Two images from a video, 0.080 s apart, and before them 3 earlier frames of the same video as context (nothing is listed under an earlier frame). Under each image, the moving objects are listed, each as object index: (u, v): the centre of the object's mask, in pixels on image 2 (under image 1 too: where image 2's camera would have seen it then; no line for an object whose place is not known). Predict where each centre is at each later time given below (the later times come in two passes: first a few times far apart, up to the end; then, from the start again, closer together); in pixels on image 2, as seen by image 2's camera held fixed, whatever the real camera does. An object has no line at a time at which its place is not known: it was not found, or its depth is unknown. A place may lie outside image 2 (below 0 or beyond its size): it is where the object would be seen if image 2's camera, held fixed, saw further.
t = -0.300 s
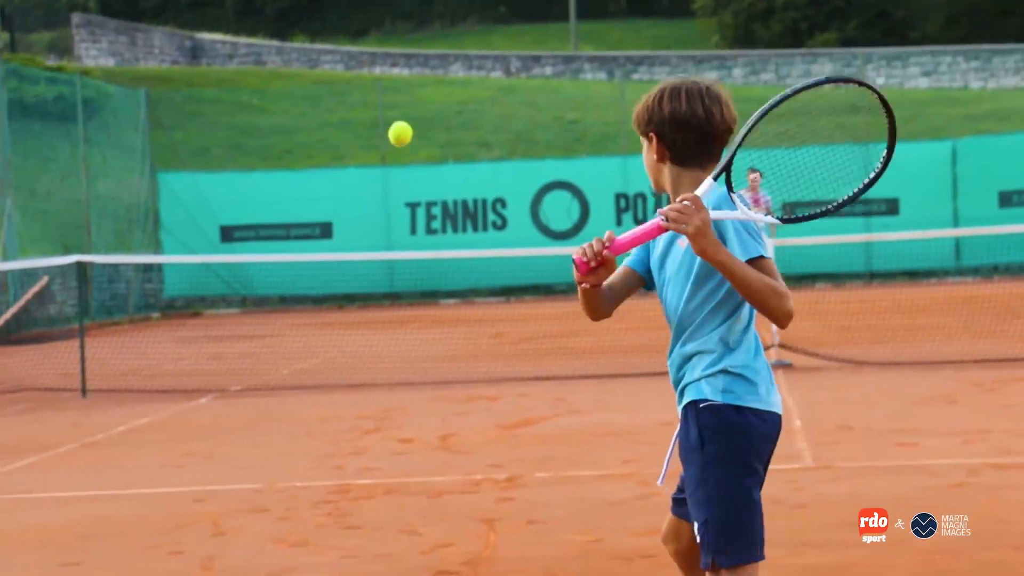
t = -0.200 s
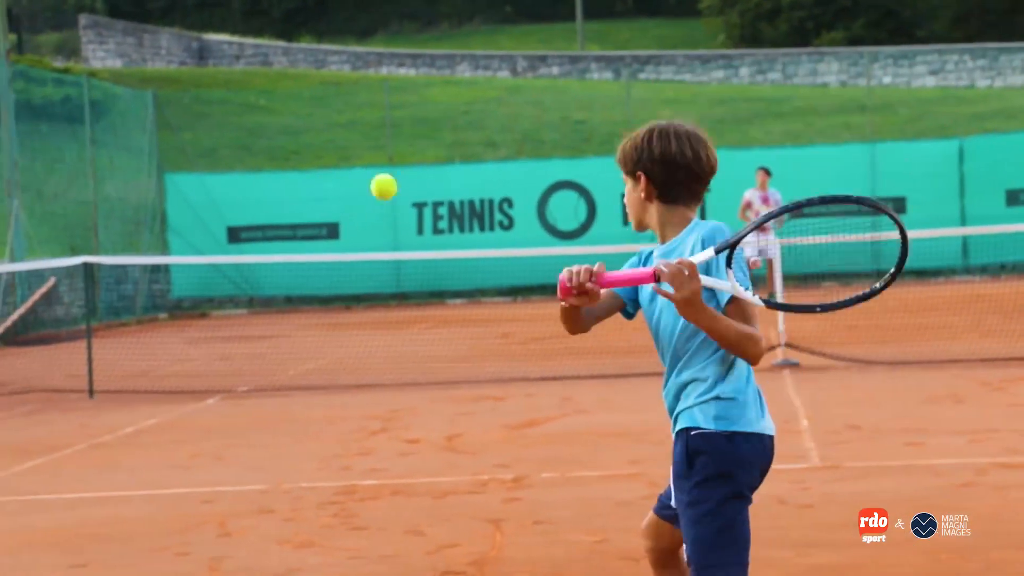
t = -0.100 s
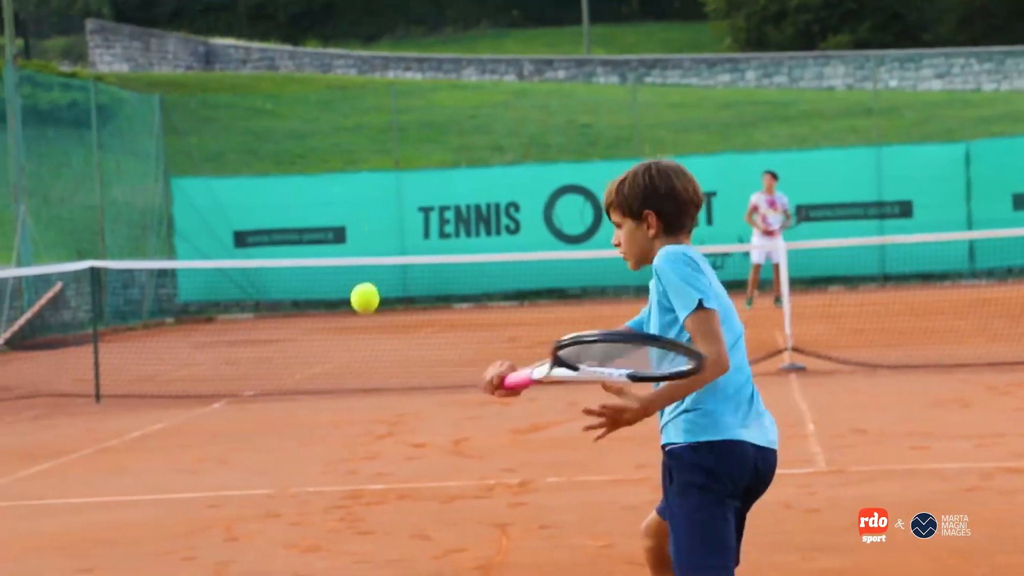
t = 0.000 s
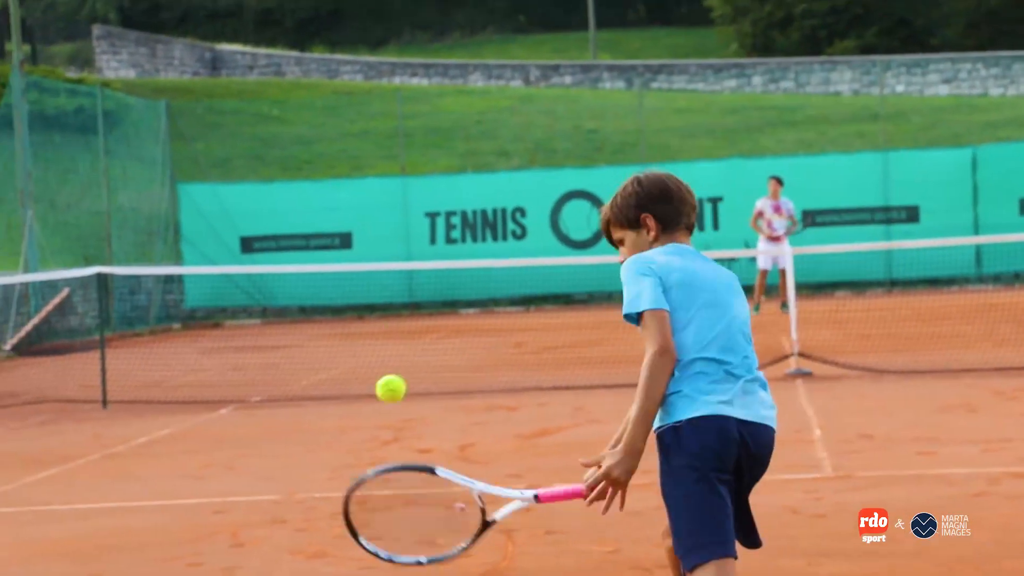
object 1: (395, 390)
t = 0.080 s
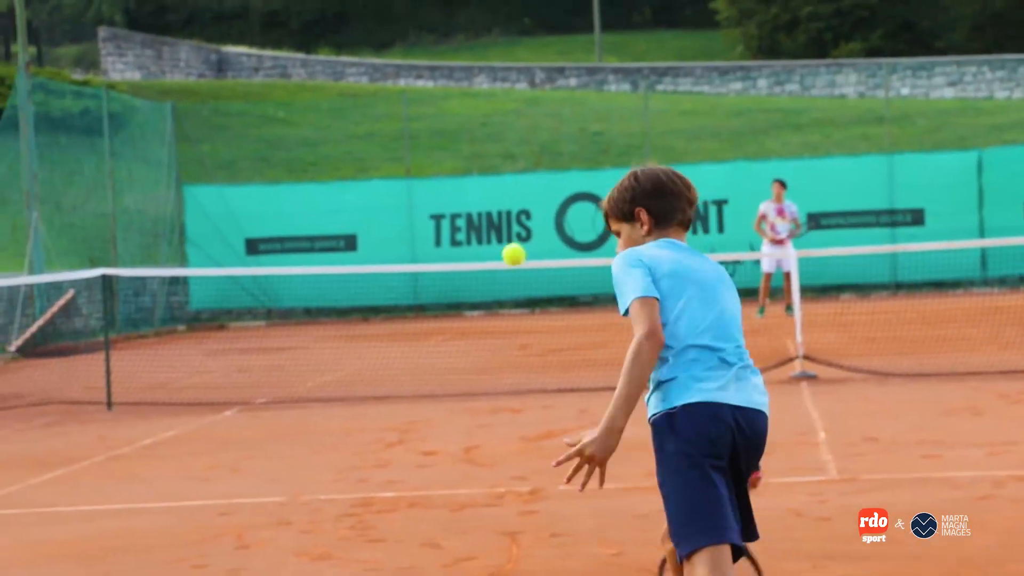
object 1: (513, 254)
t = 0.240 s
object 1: (646, 134)
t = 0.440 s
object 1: (733, 102)
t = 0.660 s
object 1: (788, 130)
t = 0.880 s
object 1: (825, 190)
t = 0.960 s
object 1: (841, 218)
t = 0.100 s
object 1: (535, 231)
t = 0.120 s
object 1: (556, 211)
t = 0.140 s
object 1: (574, 193)
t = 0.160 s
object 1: (591, 177)
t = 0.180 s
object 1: (606, 163)
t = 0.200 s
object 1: (620, 152)
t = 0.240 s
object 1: (646, 134)
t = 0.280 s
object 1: (668, 120)
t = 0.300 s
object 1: (678, 115)
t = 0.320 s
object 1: (687, 111)
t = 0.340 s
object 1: (696, 108)
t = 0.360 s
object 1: (705, 105)
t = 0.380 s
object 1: (712, 103)
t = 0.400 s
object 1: (720, 102)
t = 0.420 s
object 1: (727, 102)
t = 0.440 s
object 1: (733, 102)
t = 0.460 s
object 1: (740, 102)
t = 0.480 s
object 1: (745, 104)
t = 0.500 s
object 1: (751, 105)
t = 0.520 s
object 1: (756, 107)
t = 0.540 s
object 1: (762, 109)
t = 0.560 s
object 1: (767, 112)
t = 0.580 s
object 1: (771, 115)
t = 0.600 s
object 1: (776, 118)
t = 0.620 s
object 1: (780, 122)
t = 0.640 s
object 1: (784, 126)
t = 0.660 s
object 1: (788, 130)
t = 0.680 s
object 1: (792, 135)
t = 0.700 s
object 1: (797, 139)
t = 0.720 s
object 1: (800, 144)
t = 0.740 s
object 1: (803, 149)
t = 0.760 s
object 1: (807, 154)
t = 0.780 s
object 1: (811, 159)
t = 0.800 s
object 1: (813, 166)
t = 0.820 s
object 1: (817, 171)
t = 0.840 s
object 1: (820, 177)
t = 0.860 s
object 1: (823, 183)
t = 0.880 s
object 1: (825, 190)
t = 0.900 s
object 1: (829, 197)
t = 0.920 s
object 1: (832, 204)
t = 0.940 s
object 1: (837, 210)
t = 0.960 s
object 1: (841, 218)
